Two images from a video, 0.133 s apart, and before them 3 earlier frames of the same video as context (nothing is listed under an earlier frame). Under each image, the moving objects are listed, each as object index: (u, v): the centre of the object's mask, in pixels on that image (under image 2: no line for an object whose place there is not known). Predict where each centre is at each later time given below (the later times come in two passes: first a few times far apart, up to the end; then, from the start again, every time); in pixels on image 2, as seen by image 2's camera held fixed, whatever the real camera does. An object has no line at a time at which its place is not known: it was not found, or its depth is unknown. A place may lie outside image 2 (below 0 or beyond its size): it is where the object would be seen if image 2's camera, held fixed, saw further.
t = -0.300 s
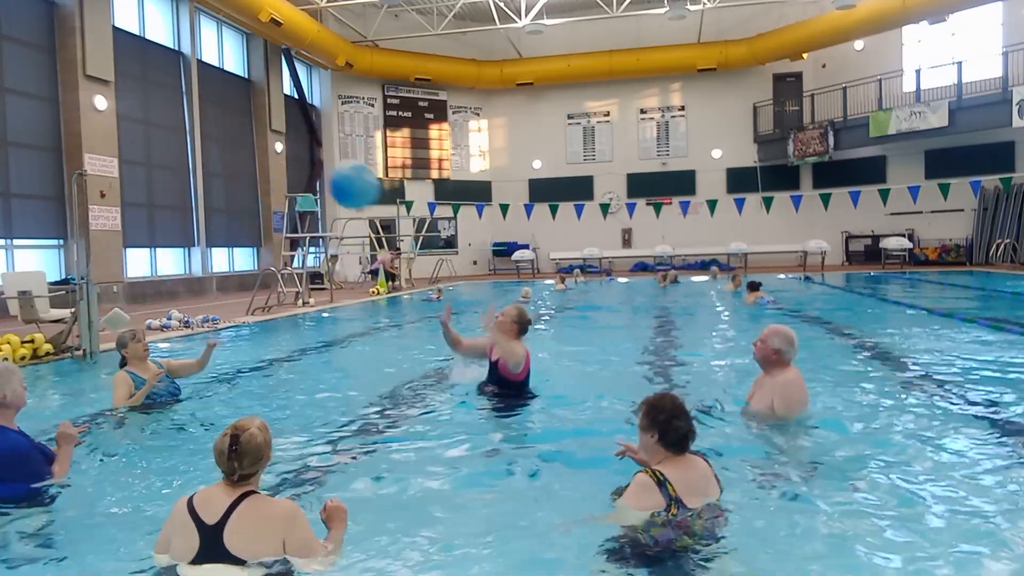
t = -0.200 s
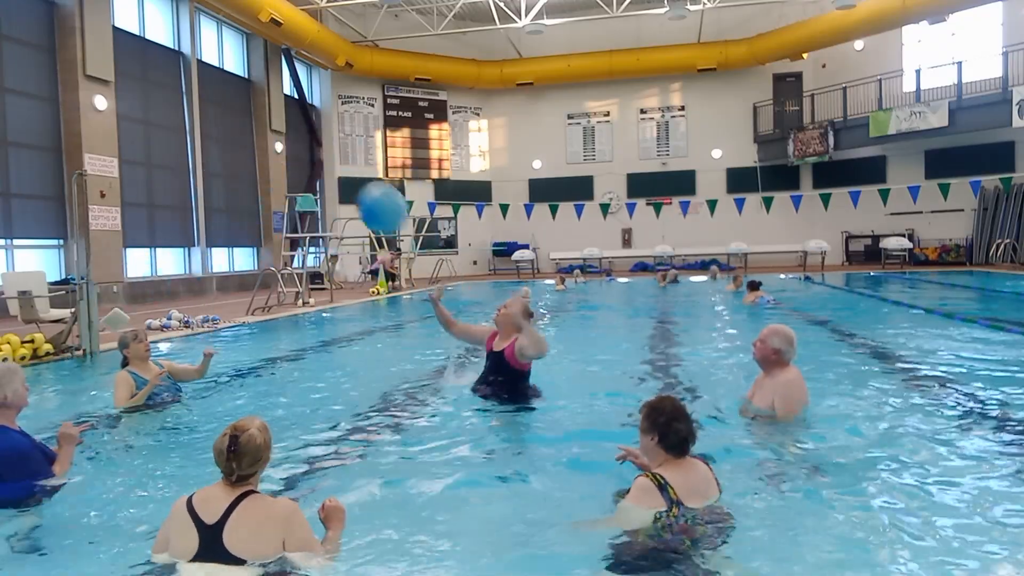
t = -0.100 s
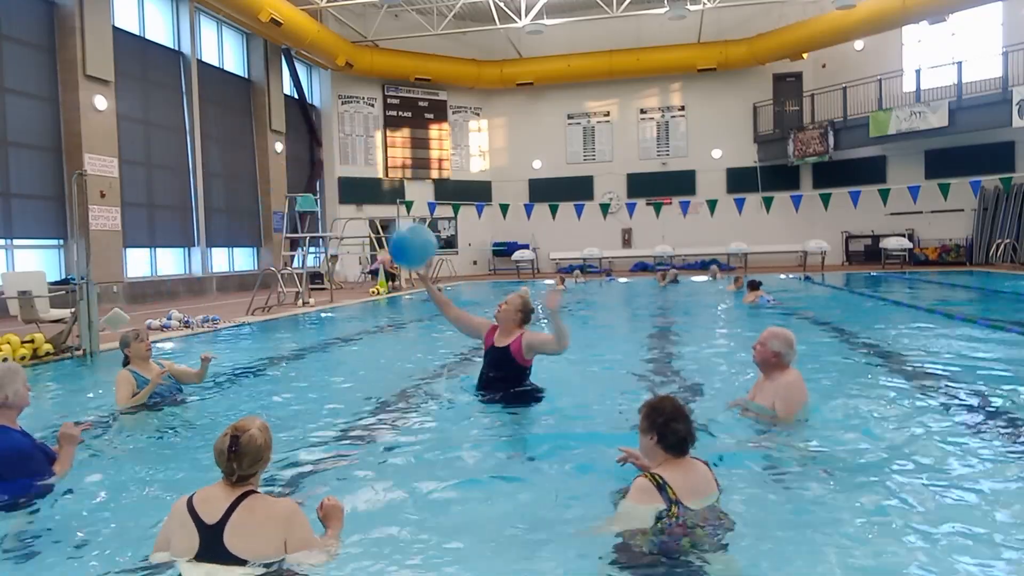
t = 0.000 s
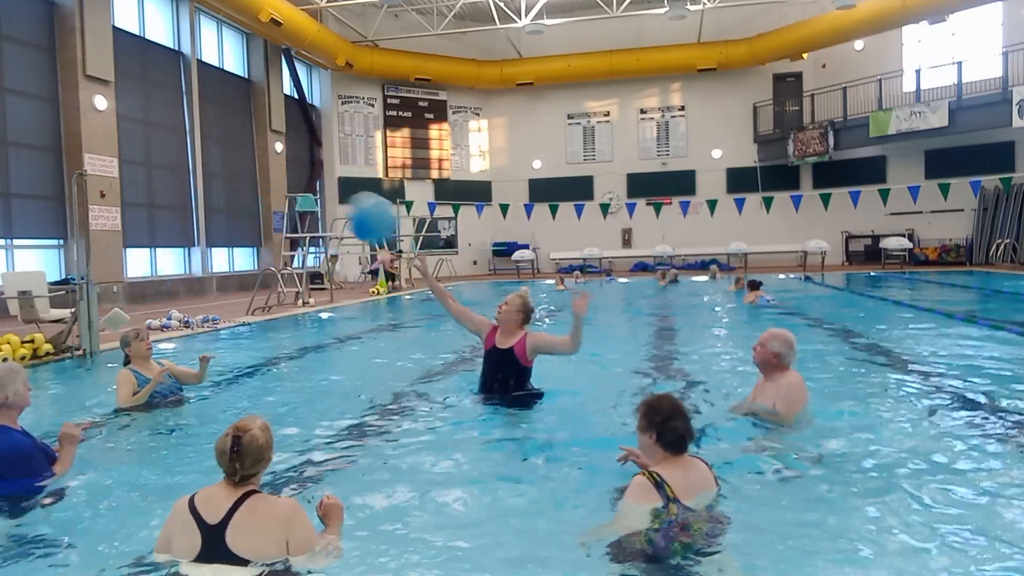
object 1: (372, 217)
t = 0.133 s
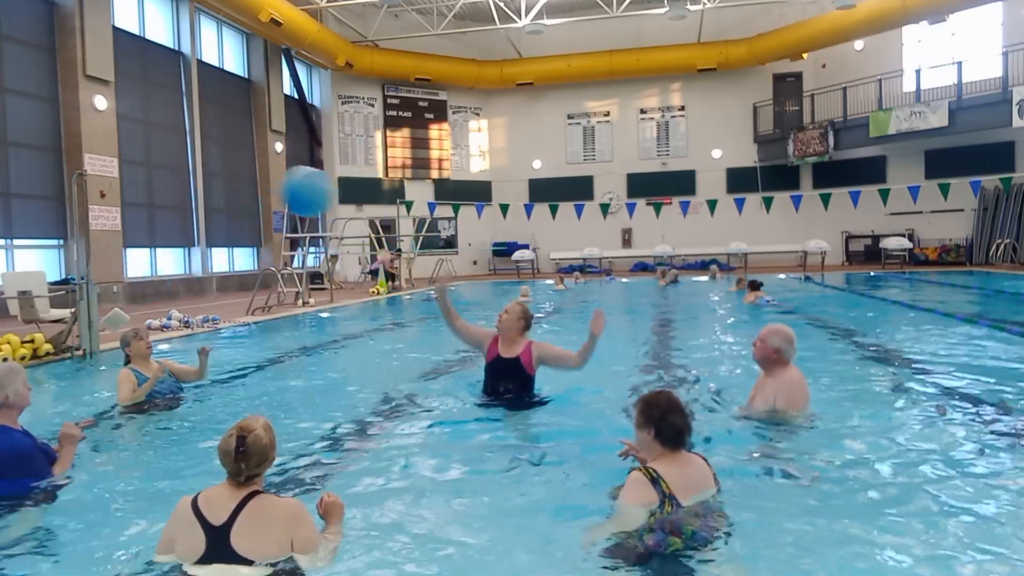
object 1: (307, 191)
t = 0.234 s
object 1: (258, 186)
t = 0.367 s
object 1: (197, 201)
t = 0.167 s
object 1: (291, 188)
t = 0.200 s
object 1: (274, 186)
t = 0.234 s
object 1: (258, 186)
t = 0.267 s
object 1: (242, 188)
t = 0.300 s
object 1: (229, 191)
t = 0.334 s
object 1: (212, 194)
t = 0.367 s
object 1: (197, 201)
